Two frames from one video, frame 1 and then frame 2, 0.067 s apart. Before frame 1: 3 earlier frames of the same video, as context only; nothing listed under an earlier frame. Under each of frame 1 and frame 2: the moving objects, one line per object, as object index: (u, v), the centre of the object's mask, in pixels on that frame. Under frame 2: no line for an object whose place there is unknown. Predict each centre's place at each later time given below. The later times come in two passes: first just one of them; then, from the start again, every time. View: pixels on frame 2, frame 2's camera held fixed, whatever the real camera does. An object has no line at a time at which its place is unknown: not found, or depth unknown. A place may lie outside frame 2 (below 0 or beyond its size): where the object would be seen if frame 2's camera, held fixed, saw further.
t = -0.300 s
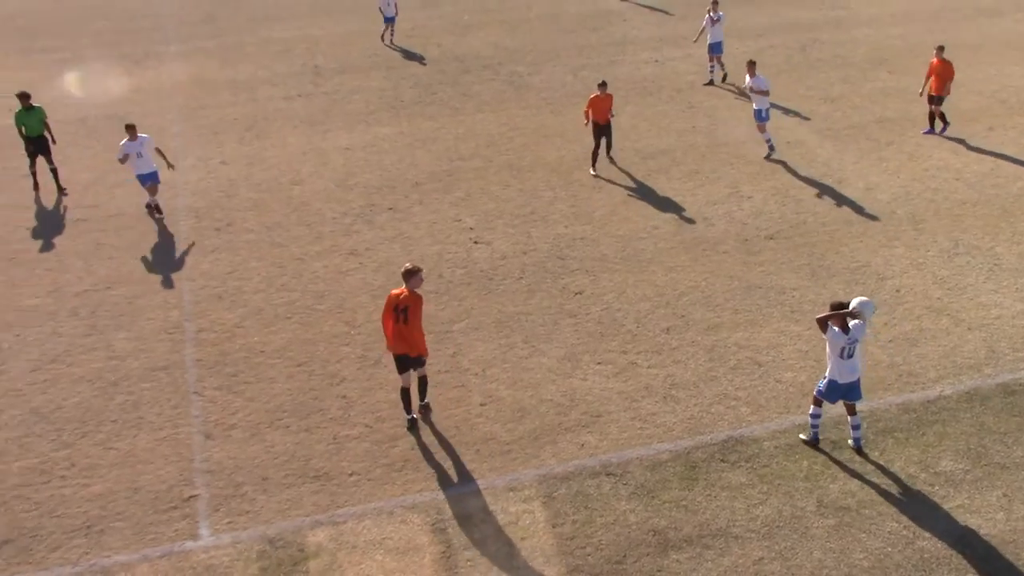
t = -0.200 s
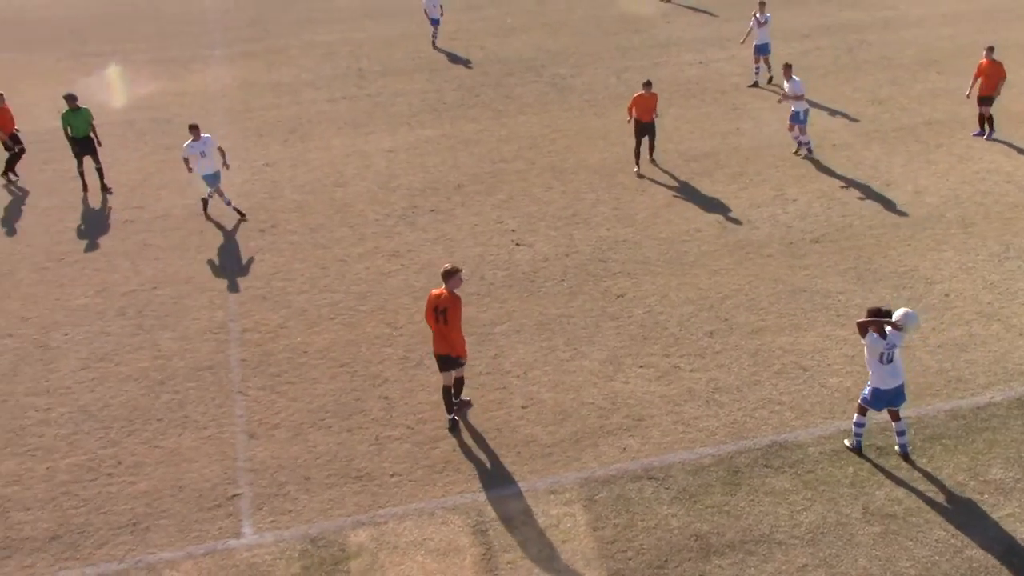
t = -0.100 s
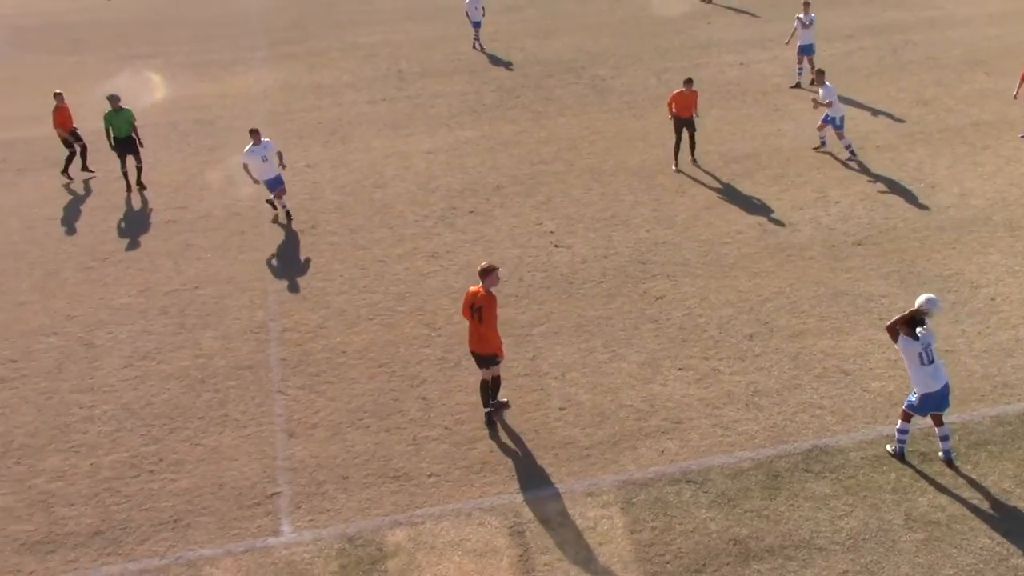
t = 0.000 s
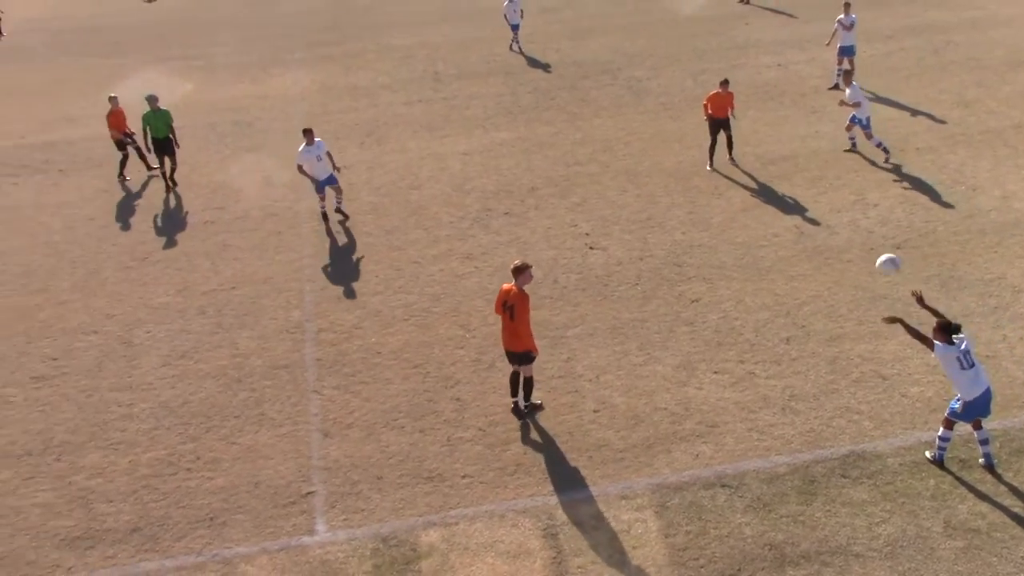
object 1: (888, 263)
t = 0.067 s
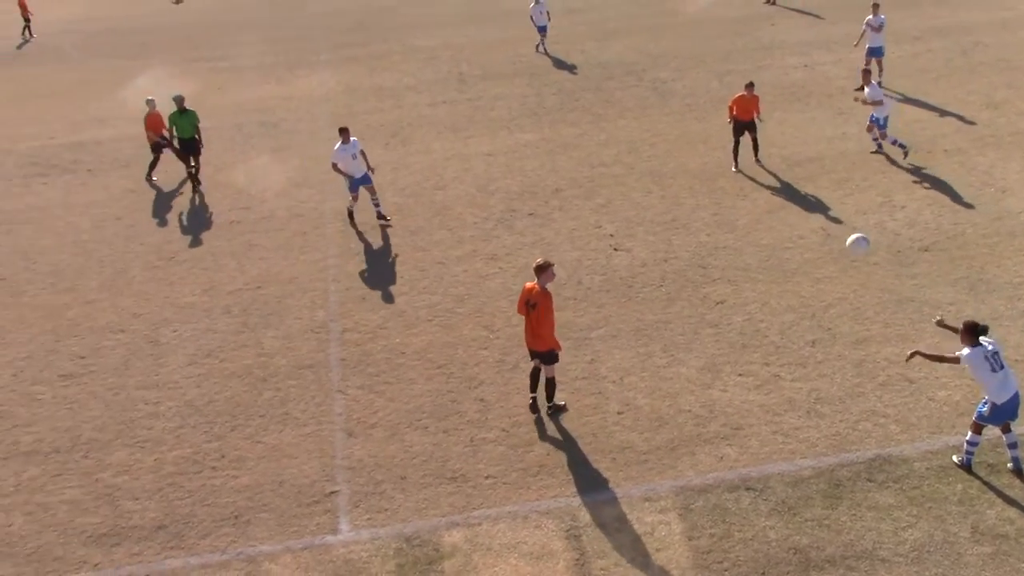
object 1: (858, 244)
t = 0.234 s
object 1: (737, 213)
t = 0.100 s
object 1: (832, 234)
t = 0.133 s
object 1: (806, 226)
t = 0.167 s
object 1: (783, 219)
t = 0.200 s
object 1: (760, 217)
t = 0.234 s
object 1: (737, 213)
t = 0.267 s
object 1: (716, 210)
